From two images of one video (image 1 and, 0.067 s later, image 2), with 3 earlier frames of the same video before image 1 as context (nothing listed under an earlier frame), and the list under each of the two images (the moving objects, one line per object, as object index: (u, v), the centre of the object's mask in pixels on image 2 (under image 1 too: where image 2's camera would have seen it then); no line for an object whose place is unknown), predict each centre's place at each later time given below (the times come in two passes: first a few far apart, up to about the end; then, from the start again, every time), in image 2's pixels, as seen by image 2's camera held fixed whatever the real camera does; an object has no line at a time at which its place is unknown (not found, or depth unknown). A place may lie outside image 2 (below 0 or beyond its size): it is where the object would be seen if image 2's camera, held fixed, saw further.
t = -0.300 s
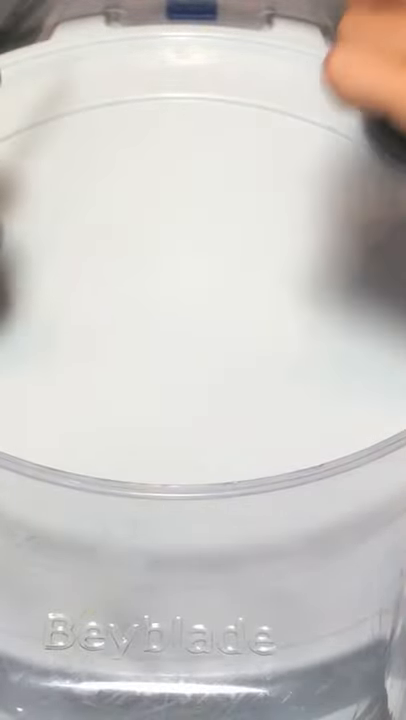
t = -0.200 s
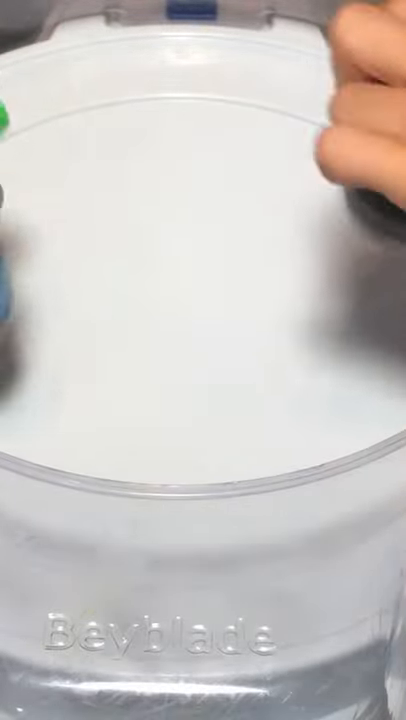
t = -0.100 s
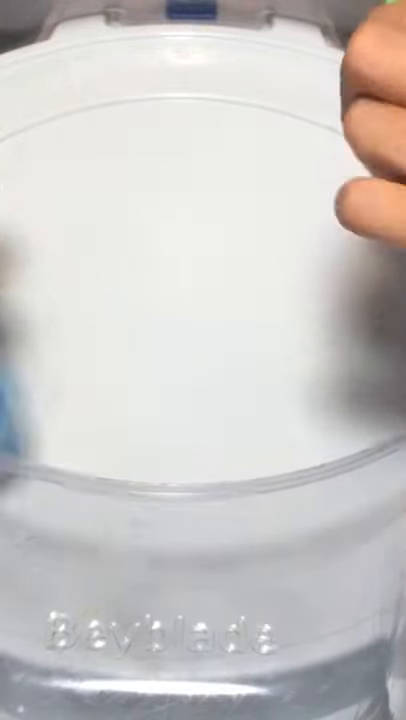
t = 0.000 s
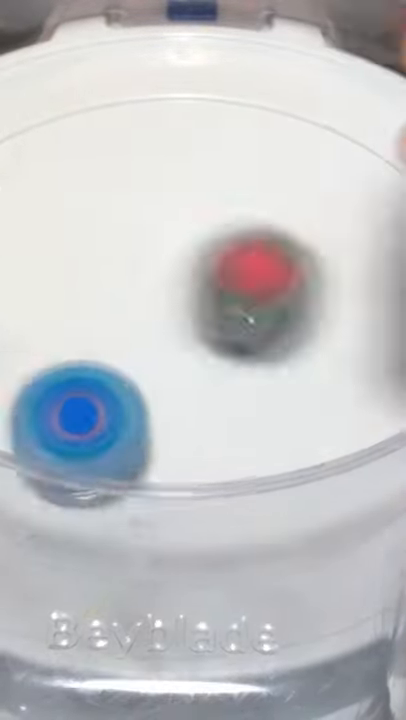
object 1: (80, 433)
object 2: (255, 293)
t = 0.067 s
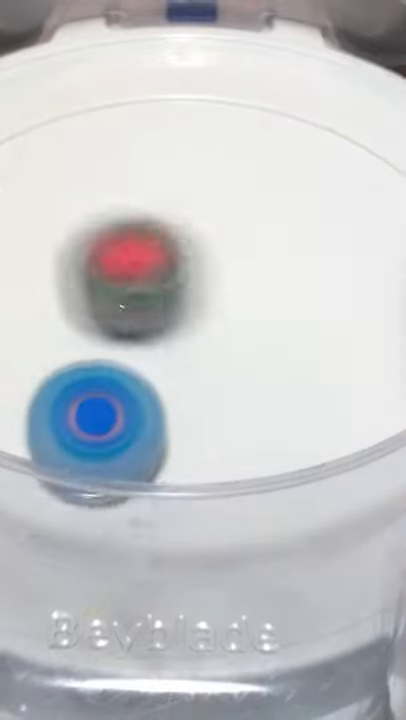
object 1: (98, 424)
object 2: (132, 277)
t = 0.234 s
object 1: (135, 418)
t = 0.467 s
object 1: (191, 373)
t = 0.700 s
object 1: (351, 483)
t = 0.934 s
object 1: (376, 340)
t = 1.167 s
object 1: (235, 218)
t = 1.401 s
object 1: (90, 258)
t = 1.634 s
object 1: (77, 290)
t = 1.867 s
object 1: (89, 307)
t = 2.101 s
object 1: (124, 323)
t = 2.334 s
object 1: (138, 324)
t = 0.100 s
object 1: (103, 424)
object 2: (70, 257)
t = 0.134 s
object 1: (110, 423)
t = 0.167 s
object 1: (117, 421)
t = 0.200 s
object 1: (125, 420)
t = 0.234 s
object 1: (135, 418)
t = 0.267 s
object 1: (147, 416)
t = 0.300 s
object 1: (161, 410)
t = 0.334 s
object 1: (170, 401)
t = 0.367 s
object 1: (178, 393)
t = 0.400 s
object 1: (183, 385)
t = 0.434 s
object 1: (187, 379)
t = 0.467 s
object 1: (191, 373)
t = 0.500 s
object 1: (195, 368)
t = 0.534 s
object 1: (199, 362)
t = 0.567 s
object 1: (227, 398)
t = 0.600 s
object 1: (267, 441)
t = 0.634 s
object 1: (303, 470)
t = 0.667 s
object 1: (332, 481)
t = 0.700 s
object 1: (351, 483)
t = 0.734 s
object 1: (362, 472)
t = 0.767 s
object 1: (367, 456)
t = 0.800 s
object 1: (373, 439)
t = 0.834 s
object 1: (376, 417)
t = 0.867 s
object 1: (377, 391)
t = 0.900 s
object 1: (377, 367)
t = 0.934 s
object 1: (376, 340)
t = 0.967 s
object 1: (371, 313)
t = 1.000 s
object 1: (362, 288)
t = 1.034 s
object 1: (350, 265)
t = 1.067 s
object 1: (328, 248)
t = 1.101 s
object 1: (299, 233)
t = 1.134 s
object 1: (266, 224)
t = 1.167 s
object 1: (235, 218)
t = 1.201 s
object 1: (204, 214)
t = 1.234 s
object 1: (174, 218)
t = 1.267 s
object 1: (148, 222)
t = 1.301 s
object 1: (126, 229)
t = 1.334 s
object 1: (112, 239)
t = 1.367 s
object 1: (101, 249)
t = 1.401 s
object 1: (90, 258)
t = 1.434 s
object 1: (82, 266)
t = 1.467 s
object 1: (78, 275)
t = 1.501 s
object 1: (78, 280)
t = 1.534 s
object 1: (78, 285)
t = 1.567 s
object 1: (77, 287)
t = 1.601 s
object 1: (77, 289)
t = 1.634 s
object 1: (77, 290)
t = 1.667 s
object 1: (77, 292)
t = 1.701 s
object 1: (77, 293)
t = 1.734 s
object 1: (79, 295)
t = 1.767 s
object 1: (81, 296)
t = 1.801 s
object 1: (83, 299)
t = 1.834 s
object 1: (85, 302)
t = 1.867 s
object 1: (89, 307)
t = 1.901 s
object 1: (94, 312)
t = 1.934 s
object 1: (101, 316)
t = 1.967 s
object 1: (108, 318)
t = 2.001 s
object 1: (114, 321)
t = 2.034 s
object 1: (118, 323)
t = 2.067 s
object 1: (121, 323)
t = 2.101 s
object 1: (124, 323)
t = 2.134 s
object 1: (126, 323)
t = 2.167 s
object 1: (128, 323)
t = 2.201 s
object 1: (131, 323)
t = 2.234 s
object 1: (134, 324)
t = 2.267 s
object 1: (136, 324)
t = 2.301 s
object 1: (137, 324)
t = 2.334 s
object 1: (138, 324)
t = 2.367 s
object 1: (139, 324)
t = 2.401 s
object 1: (140, 324)
